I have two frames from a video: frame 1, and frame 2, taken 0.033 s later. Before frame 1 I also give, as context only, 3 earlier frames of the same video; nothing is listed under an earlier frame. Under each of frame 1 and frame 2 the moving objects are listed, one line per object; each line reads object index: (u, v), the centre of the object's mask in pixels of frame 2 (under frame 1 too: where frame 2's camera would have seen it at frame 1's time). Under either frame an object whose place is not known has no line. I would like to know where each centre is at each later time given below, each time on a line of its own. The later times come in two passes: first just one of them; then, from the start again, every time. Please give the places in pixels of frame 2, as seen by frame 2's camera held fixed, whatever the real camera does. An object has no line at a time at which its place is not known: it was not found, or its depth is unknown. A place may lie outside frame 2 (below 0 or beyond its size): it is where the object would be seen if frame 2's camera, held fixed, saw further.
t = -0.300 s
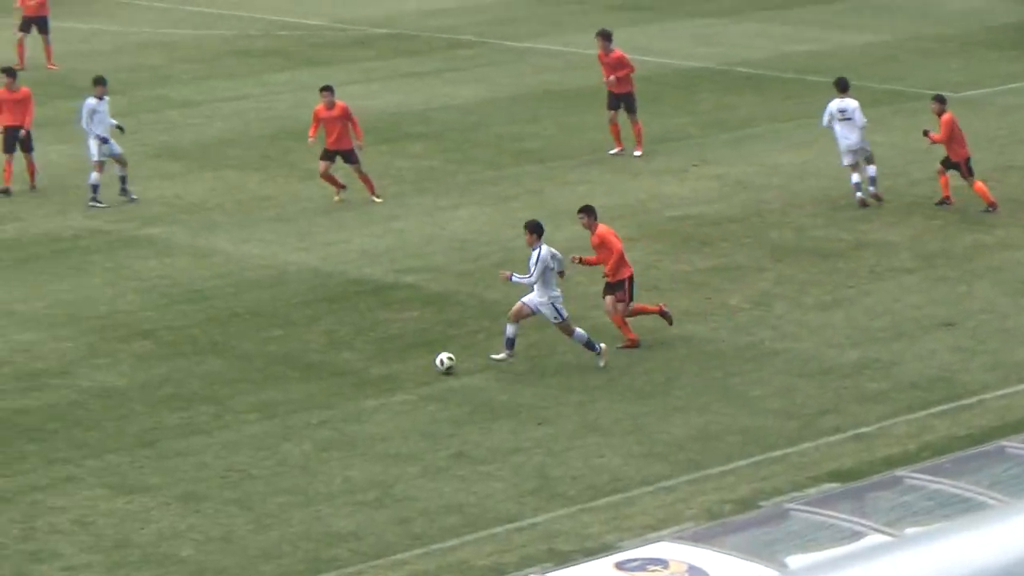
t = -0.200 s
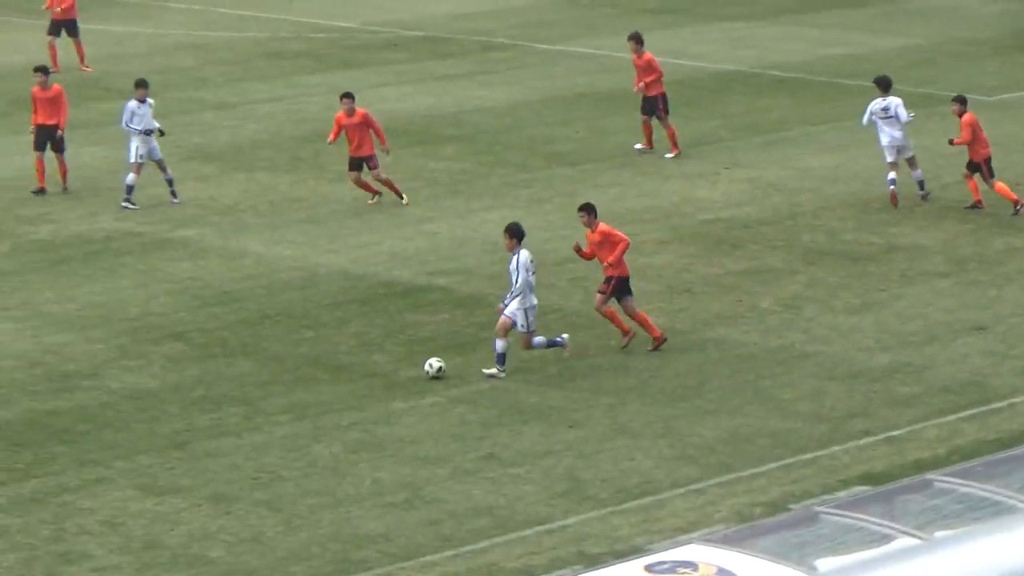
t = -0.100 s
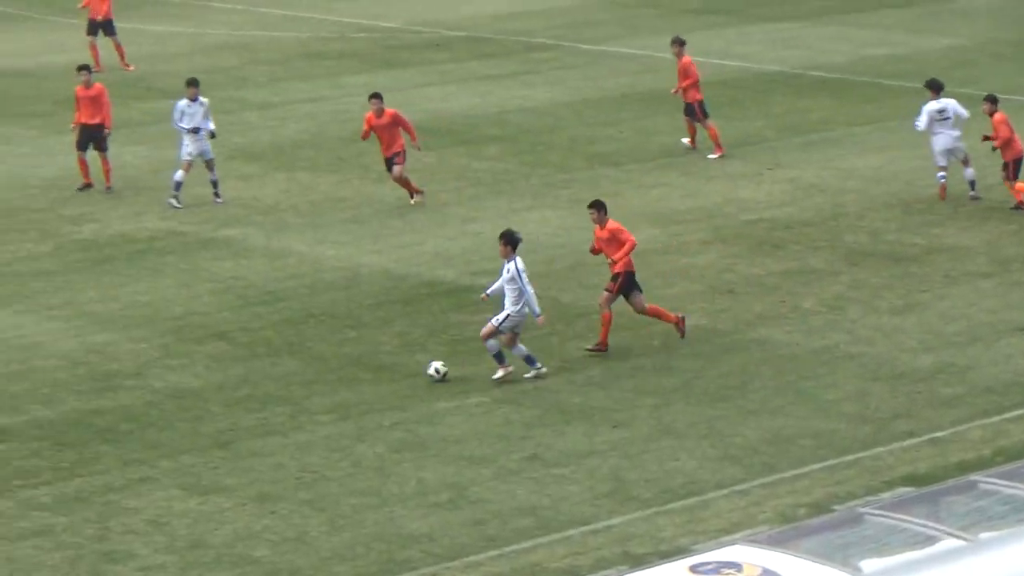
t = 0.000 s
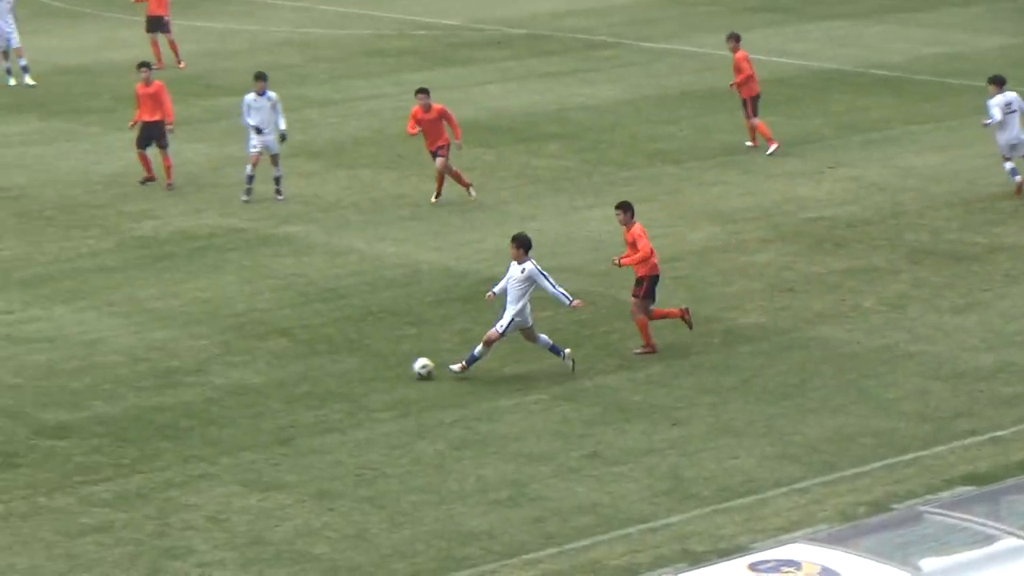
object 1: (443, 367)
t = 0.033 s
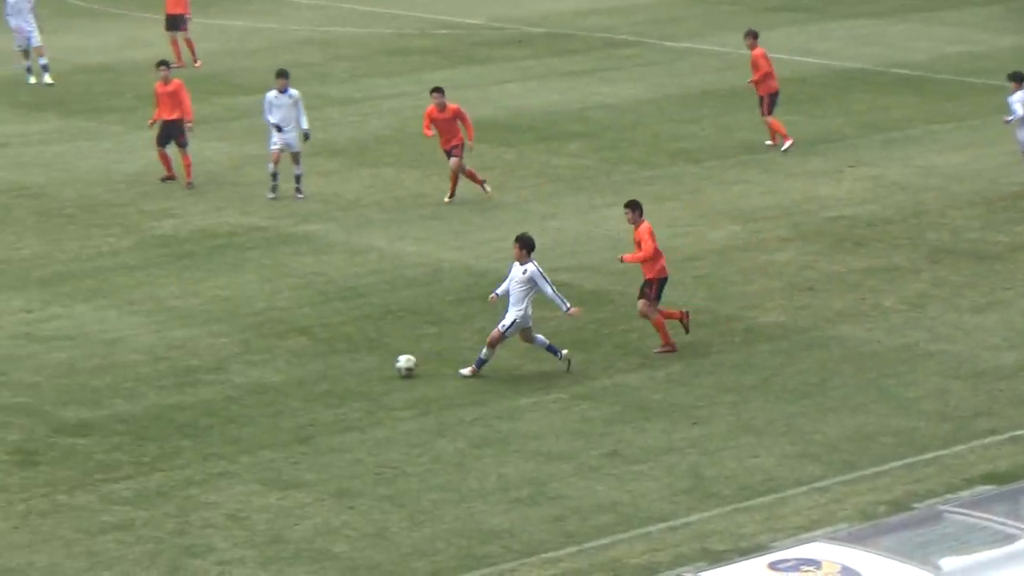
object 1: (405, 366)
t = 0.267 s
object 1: (169, 364)
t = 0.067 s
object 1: (369, 366)
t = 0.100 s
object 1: (332, 367)
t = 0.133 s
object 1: (297, 368)
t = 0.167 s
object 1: (264, 366)
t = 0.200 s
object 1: (234, 366)
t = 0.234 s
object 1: (201, 363)
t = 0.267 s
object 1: (169, 364)
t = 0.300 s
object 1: (138, 366)
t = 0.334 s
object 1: (110, 365)
